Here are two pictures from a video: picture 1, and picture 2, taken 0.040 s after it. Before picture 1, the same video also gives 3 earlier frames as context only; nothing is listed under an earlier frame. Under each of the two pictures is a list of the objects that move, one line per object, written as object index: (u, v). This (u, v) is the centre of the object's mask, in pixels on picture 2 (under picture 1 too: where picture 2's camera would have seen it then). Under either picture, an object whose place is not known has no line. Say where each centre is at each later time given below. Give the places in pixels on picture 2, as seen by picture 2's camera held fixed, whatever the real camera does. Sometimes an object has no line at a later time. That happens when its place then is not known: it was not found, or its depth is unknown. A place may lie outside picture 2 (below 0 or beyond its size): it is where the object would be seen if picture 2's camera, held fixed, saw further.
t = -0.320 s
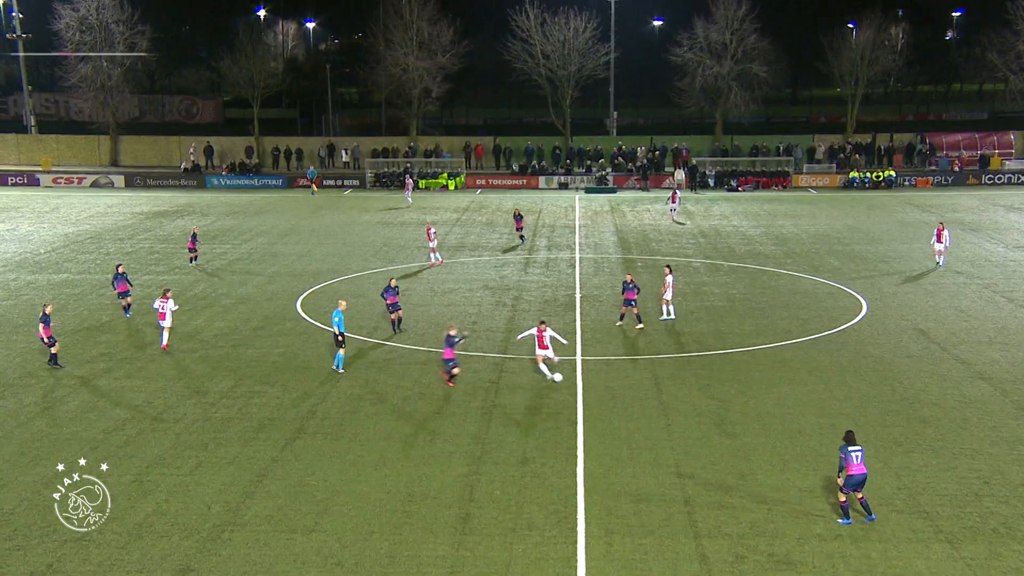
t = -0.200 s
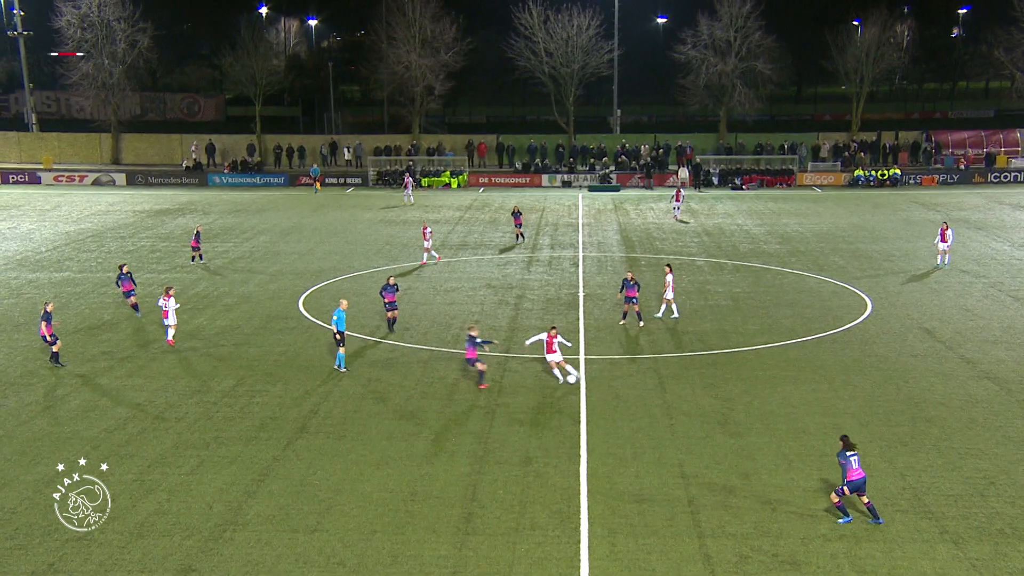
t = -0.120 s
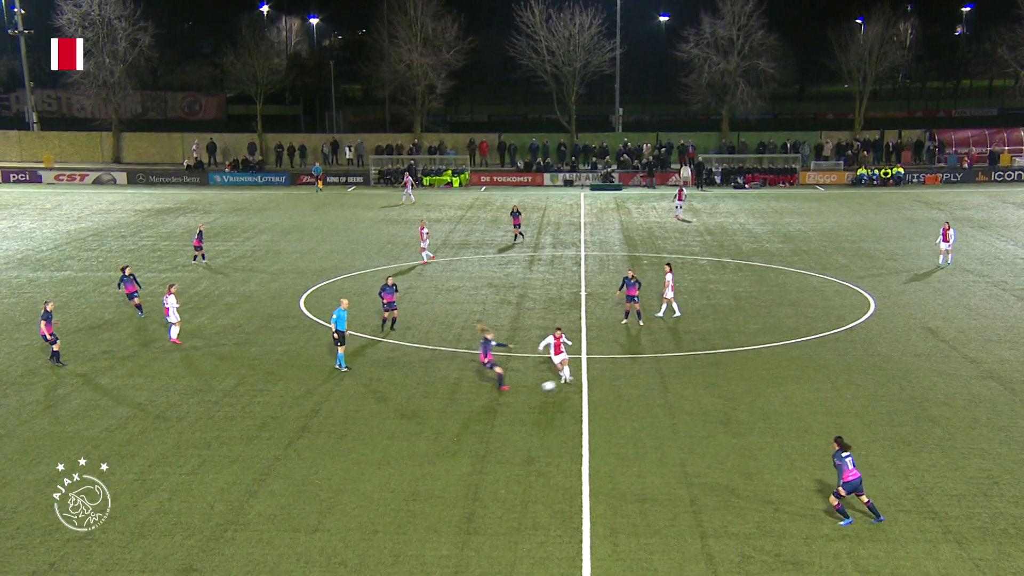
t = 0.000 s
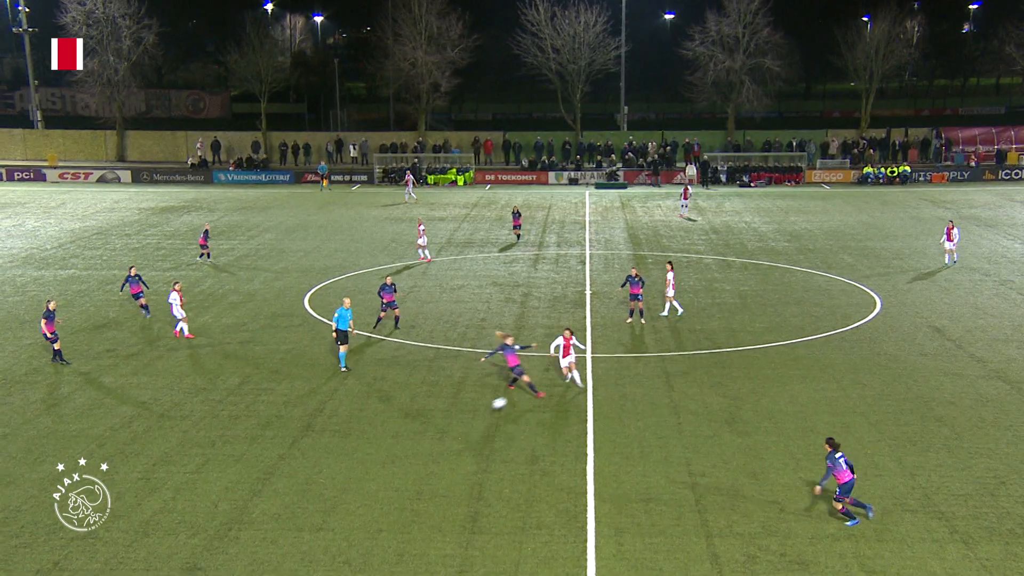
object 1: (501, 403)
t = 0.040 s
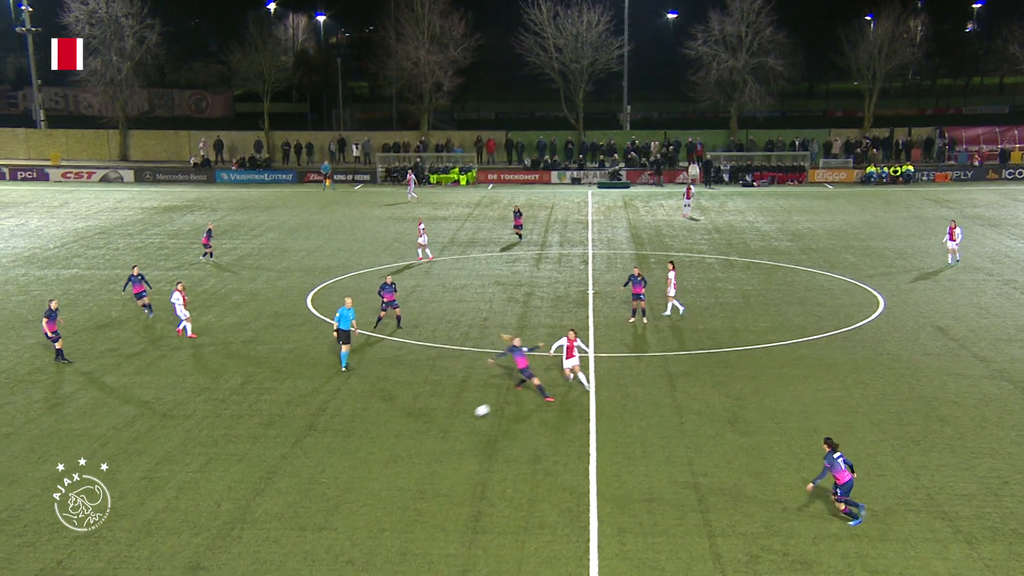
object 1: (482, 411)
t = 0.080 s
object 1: (462, 419)
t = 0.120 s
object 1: (440, 429)
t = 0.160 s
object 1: (418, 439)
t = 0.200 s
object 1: (397, 444)
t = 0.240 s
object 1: (375, 449)
